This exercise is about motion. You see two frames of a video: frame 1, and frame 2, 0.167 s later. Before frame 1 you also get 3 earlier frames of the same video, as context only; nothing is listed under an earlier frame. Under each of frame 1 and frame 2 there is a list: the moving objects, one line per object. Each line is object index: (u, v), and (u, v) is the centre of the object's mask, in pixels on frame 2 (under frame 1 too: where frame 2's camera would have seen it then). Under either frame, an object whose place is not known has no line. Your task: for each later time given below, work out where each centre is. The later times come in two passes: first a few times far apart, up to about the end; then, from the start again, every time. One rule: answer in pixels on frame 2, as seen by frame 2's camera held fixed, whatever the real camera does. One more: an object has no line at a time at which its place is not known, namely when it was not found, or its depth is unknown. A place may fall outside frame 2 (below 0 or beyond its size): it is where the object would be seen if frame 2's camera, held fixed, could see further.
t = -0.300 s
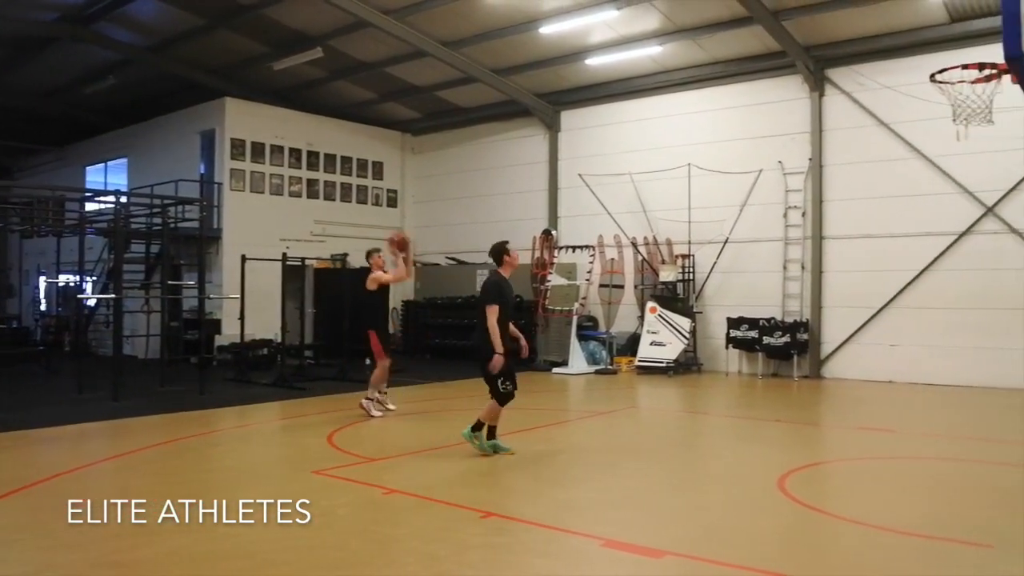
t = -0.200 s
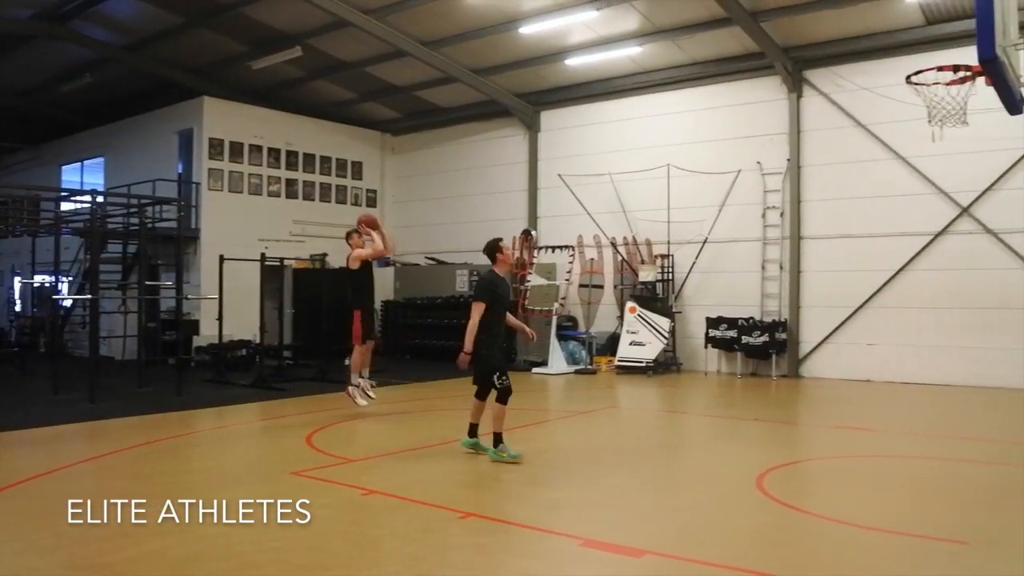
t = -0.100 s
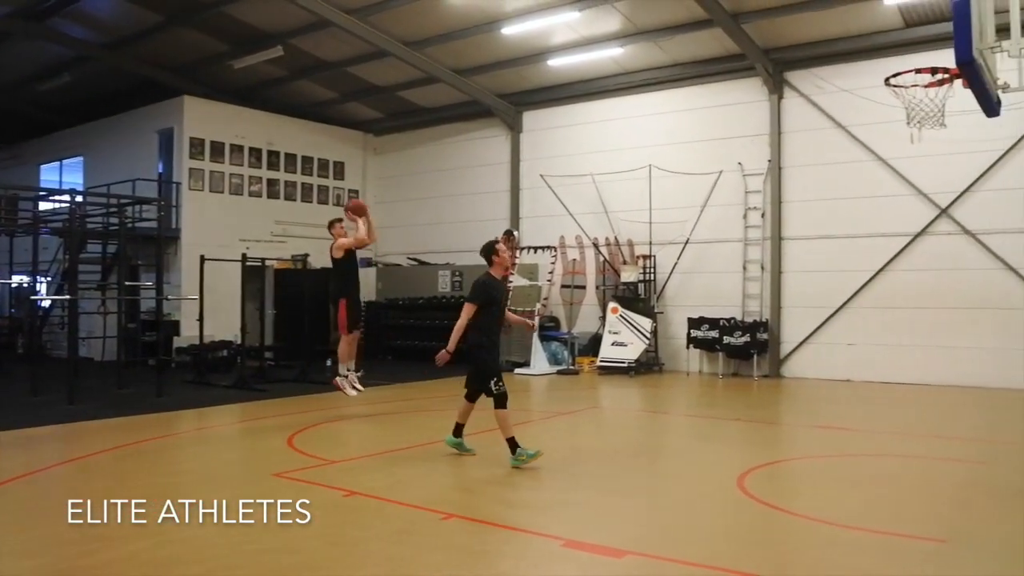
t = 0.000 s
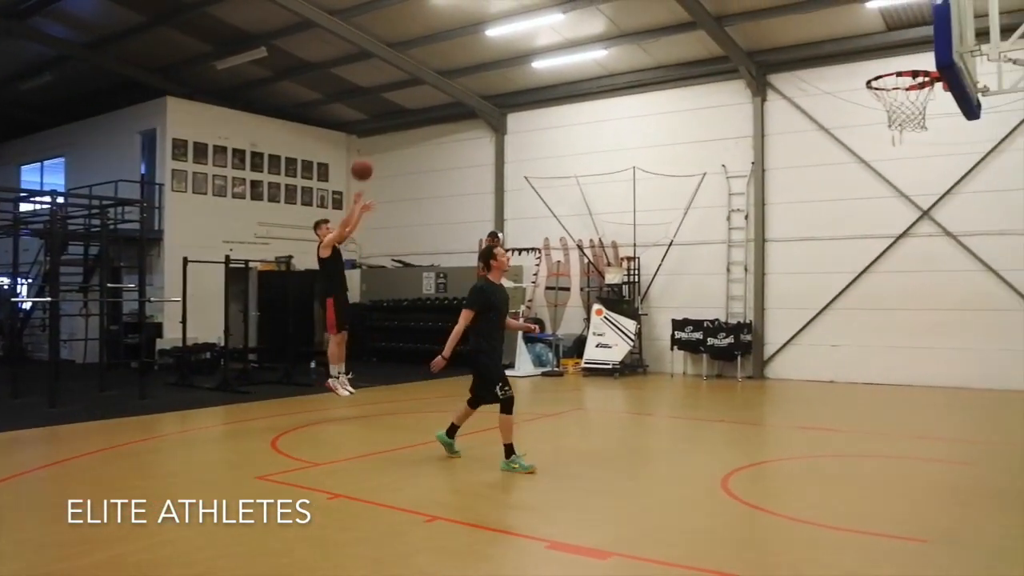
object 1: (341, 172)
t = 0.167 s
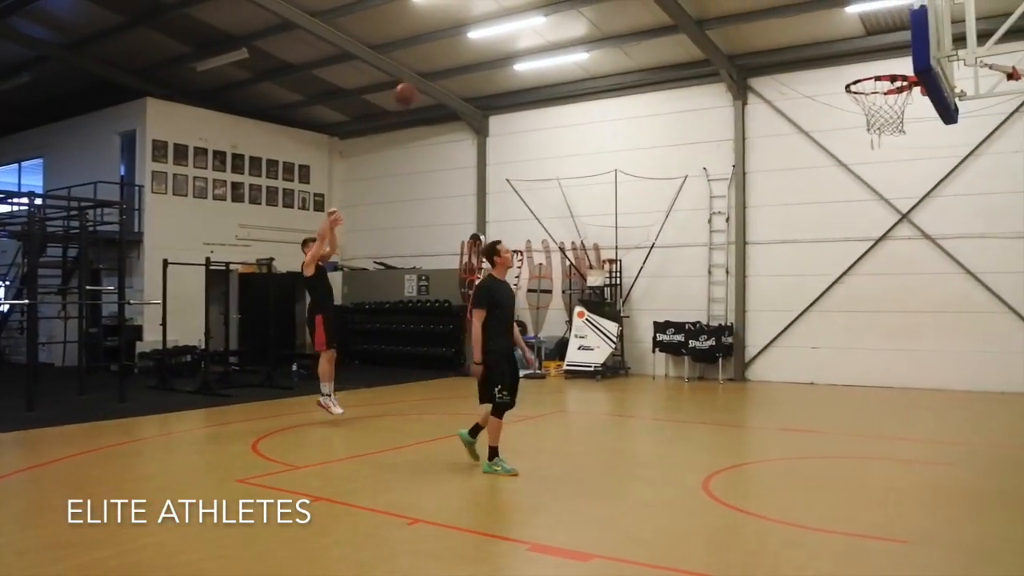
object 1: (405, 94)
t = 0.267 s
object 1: (444, 58)
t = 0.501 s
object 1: (549, 3)
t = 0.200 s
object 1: (418, 81)
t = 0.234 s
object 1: (430, 69)
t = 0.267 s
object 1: (444, 58)
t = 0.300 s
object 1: (458, 46)
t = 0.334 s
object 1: (472, 36)
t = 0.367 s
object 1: (488, 26)
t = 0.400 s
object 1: (502, 17)
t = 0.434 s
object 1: (517, 9)
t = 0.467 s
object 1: (534, 5)
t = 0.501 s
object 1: (549, 3)
